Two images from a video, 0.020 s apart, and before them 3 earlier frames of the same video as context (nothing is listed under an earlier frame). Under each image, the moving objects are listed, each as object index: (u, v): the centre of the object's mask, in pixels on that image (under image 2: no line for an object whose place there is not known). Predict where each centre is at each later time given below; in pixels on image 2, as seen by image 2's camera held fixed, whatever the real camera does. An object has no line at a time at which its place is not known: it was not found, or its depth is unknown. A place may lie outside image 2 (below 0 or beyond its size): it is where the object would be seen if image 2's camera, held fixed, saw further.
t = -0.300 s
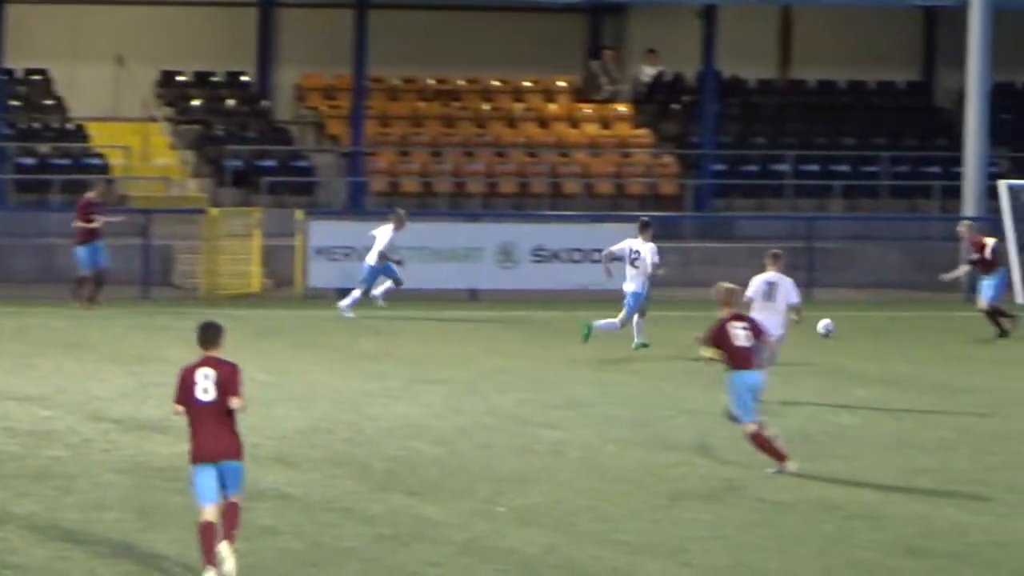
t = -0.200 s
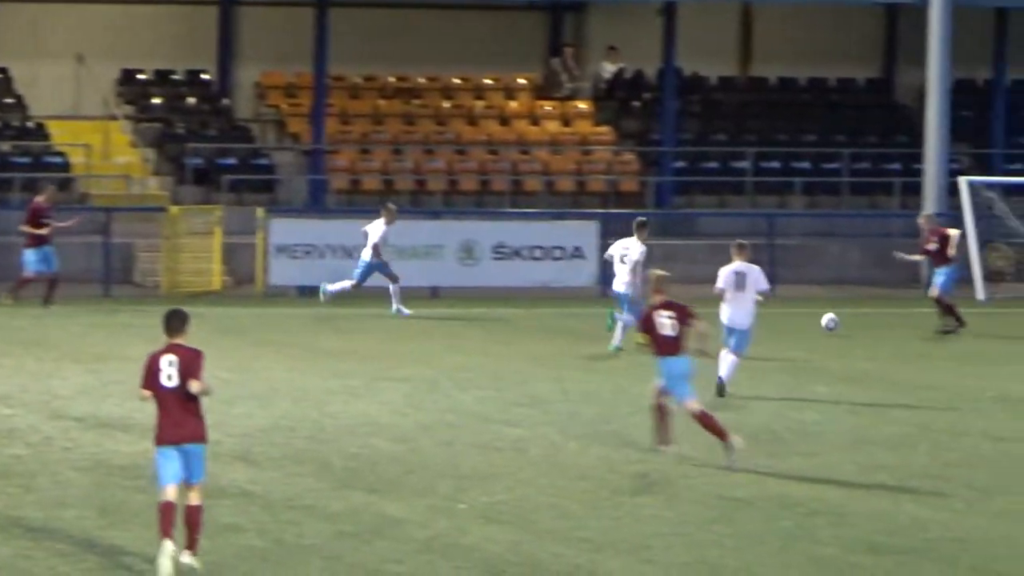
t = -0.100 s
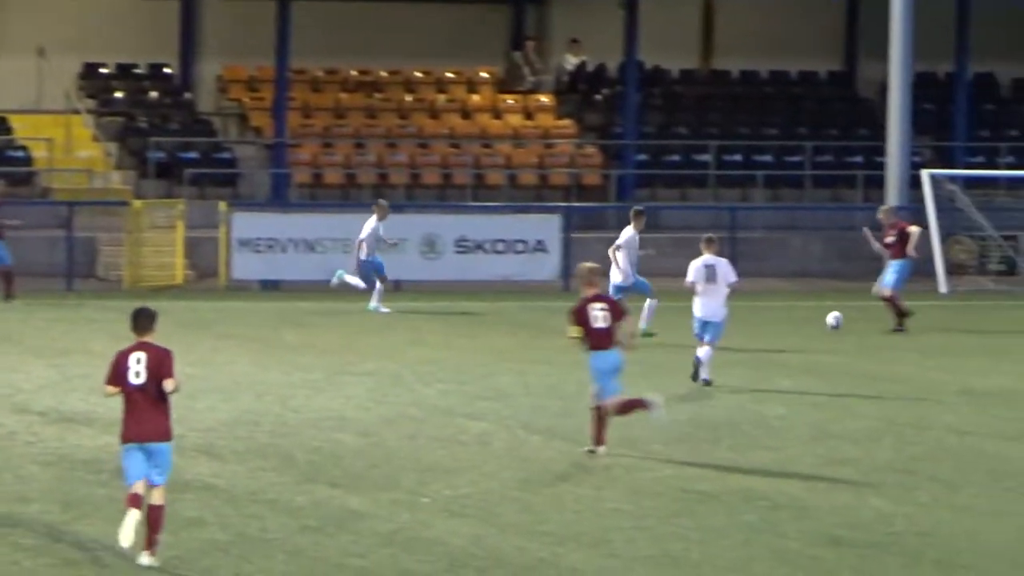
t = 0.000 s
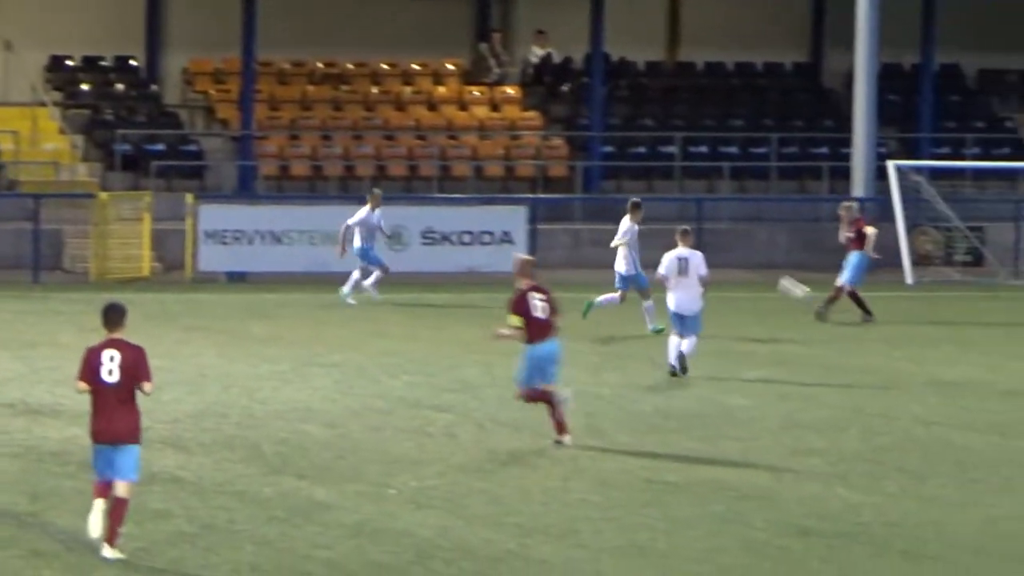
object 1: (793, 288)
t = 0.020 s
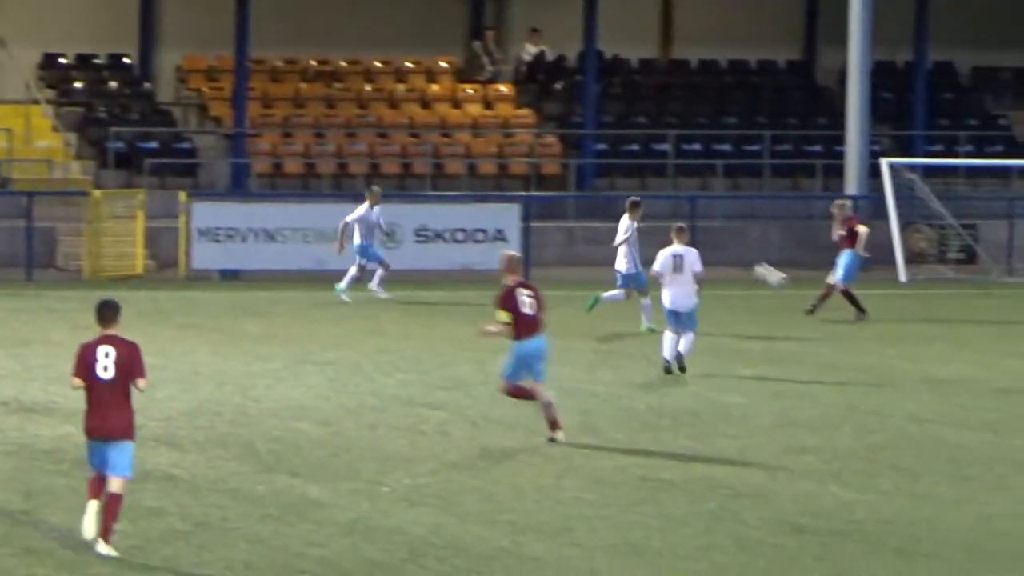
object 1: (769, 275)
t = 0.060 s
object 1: (732, 252)
